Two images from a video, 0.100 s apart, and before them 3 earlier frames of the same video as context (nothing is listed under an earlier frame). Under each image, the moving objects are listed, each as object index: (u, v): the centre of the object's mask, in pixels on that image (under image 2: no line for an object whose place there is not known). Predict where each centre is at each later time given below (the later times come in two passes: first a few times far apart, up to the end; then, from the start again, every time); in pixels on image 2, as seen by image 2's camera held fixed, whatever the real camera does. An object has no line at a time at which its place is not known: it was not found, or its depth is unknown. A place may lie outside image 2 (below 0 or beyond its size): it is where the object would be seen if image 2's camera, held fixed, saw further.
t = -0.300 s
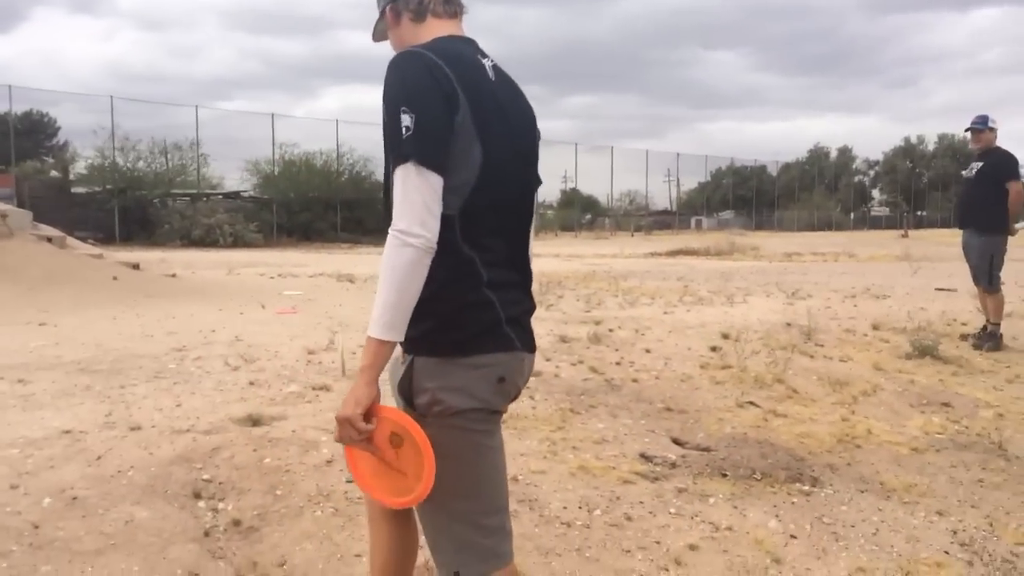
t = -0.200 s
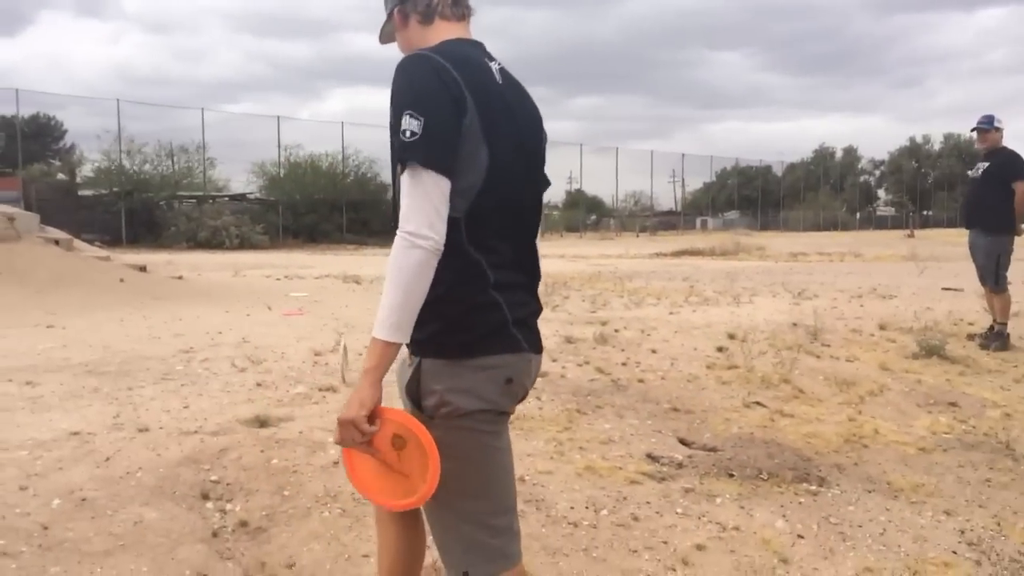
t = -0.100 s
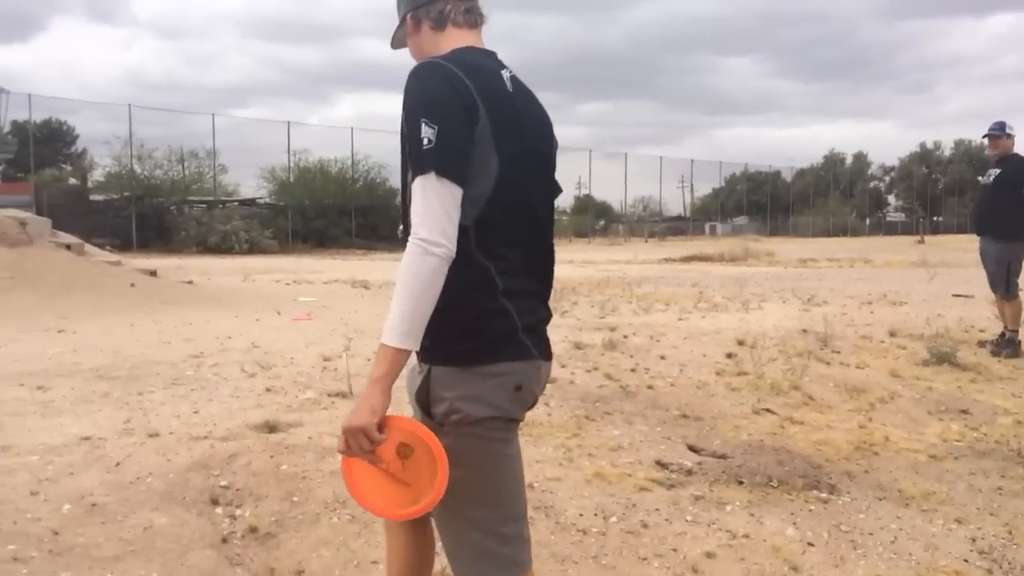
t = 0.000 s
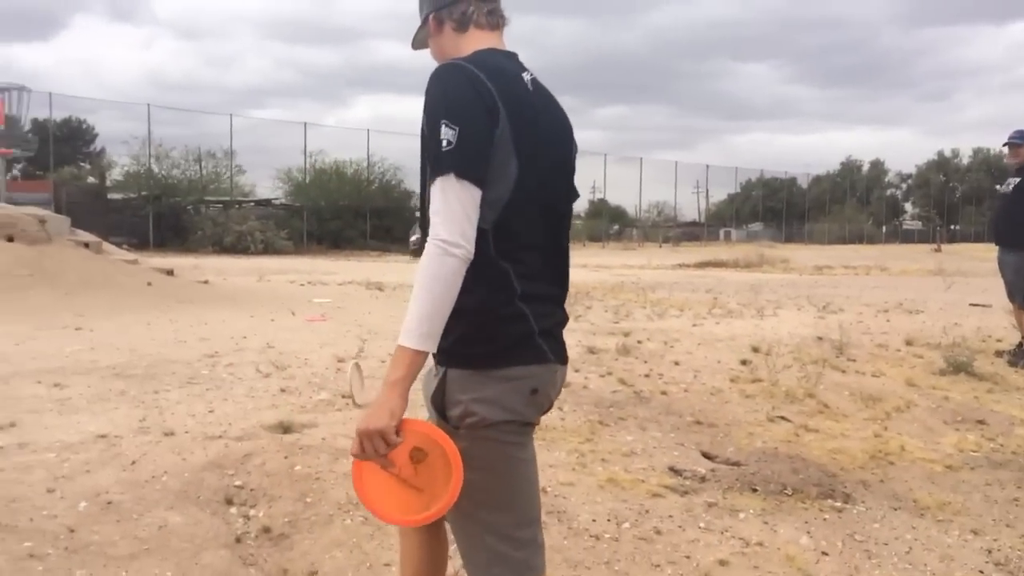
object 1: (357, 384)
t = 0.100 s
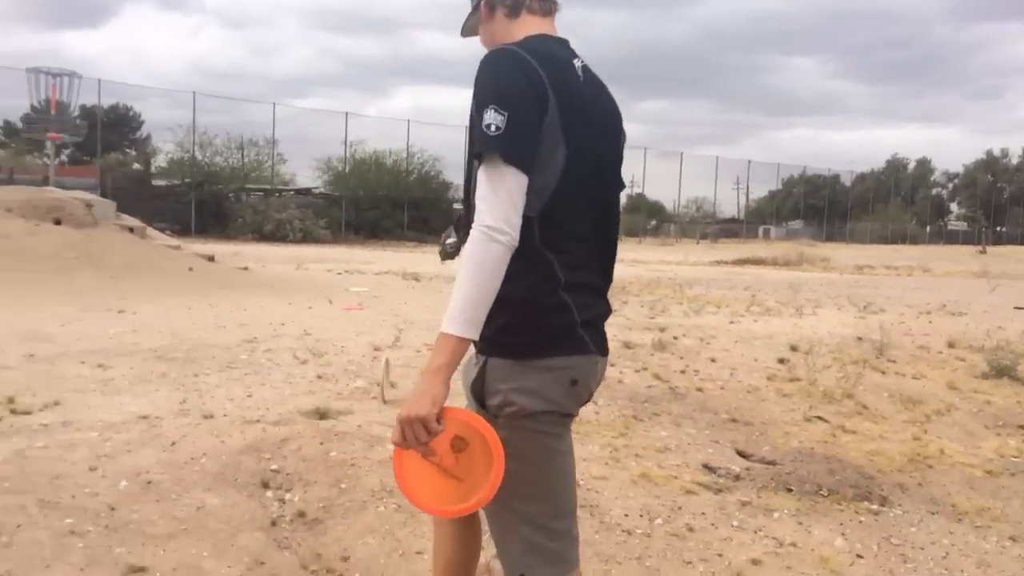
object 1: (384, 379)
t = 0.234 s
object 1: (371, 389)
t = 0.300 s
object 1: (363, 396)
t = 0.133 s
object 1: (380, 379)
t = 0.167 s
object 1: (378, 381)
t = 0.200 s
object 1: (374, 385)
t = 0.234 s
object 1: (371, 389)
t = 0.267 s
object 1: (368, 392)
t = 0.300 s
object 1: (363, 396)
